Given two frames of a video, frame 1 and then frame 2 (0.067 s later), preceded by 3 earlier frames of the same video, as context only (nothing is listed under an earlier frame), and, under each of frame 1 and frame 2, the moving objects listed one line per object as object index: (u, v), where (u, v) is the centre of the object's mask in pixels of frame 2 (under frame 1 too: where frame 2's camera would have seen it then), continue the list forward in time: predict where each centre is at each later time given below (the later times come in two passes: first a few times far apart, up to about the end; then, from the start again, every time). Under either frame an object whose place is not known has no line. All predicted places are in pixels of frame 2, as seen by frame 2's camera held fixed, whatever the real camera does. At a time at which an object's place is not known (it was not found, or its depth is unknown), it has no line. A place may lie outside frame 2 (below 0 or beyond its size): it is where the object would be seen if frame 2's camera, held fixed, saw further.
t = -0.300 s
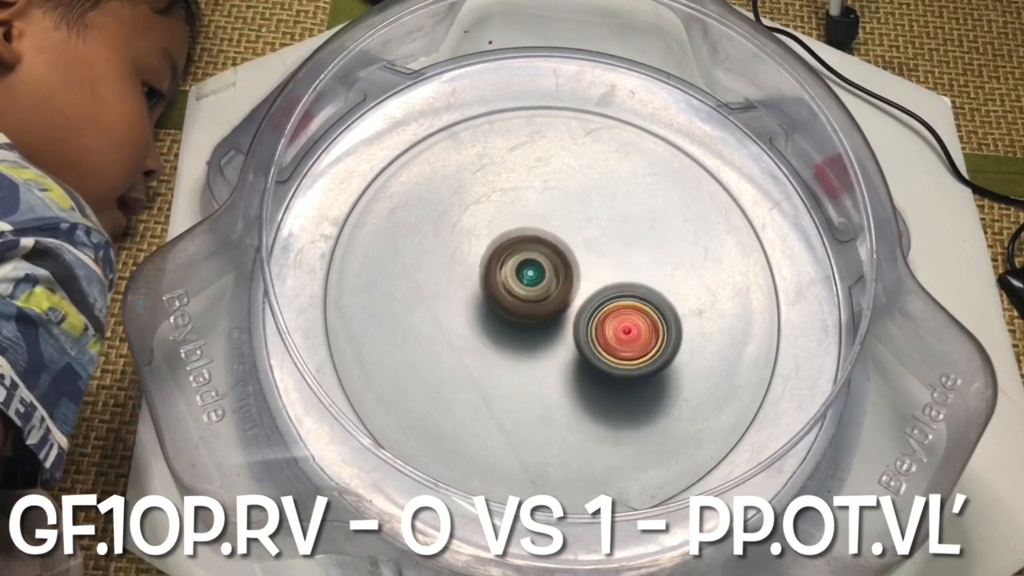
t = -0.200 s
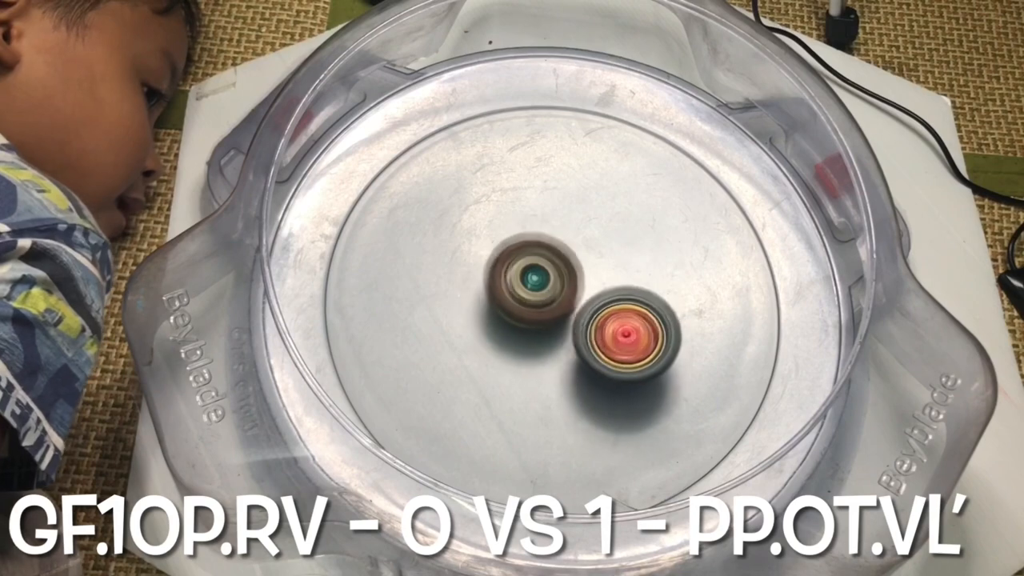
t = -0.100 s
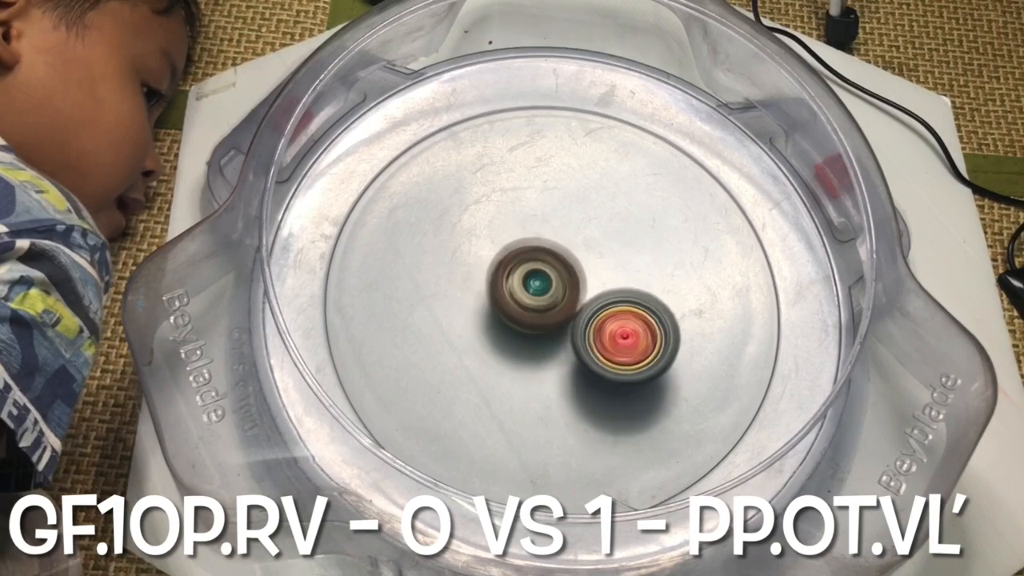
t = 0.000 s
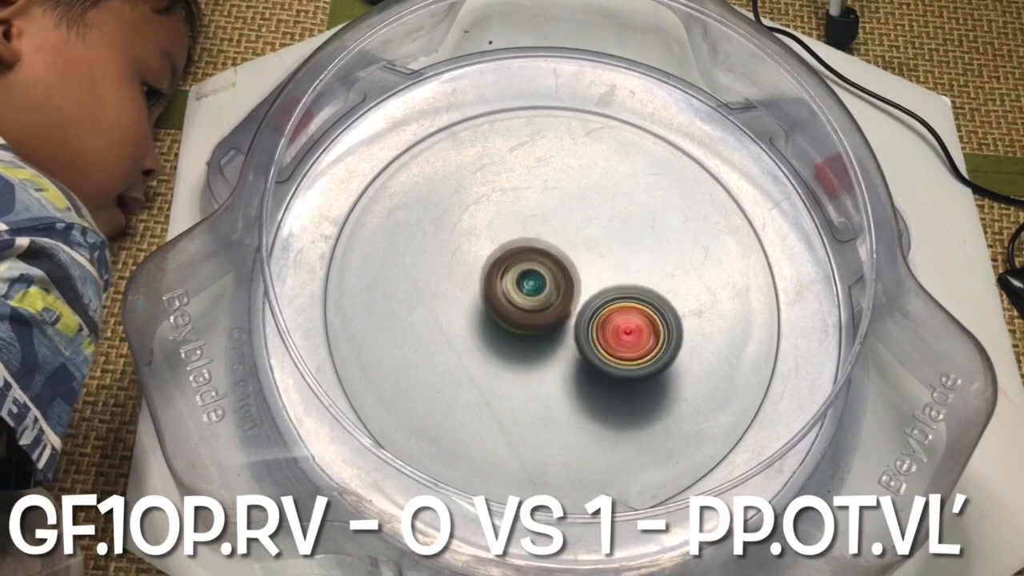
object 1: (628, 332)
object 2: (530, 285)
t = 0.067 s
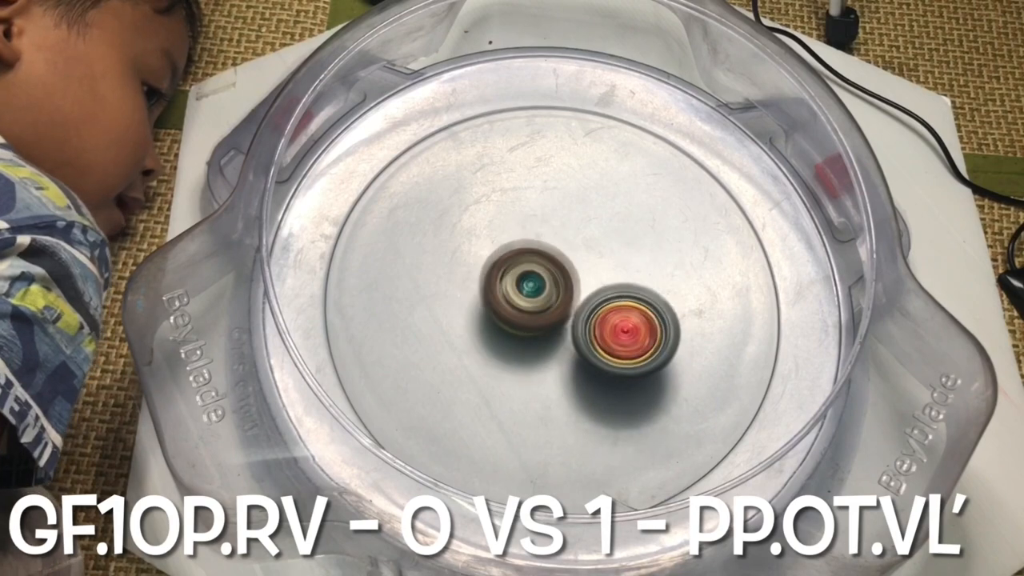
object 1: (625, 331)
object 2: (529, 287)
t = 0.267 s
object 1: (618, 331)
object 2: (524, 284)
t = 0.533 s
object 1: (617, 332)
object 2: (521, 273)
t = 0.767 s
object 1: (620, 332)
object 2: (529, 269)
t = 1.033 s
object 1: (611, 338)
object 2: (536, 264)
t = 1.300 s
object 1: (610, 341)
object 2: (545, 264)
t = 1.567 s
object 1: (607, 345)
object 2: (551, 264)
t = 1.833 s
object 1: (601, 347)
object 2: (546, 263)
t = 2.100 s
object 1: (595, 346)
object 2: (544, 261)
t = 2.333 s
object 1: (592, 346)
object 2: (544, 261)
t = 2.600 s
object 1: (588, 351)
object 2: (539, 265)
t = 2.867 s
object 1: (585, 353)
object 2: (539, 265)
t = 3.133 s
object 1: (579, 350)
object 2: (537, 260)
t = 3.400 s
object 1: (582, 347)
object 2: (544, 255)
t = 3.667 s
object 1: (580, 349)
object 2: (553, 258)
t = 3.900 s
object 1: (583, 353)
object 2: (555, 261)
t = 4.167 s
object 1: (582, 354)
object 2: (555, 261)
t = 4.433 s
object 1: (582, 353)
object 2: (552, 263)
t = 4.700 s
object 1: (581, 354)
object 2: (545, 264)
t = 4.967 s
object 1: (580, 355)
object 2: (542, 265)
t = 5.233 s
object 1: (579, 356)
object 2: (541, 266)
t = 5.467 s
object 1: (577, 356)
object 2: (543, 266)
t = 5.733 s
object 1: (578, 358)
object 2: (552, 265)
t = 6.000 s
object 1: (575, 360)
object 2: (555, 266)
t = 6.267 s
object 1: (574, 357)
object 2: (554, 262)
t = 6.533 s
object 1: (574, 358)
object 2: (554, 265)
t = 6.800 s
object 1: (570, 357)
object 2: (550, 264)
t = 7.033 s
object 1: (570, 357)
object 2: (546, 261)
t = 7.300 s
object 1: (567, 354)
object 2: (546, 256)
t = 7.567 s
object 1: (565, 356)
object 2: (548, 262)
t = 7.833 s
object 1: (564, 358)
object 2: (548, 261)
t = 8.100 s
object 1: (567, 359)
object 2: (548, 254)
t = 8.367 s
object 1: (564, 355)
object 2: (552, 261)
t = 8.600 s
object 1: (563, 352)
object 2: (551, 258)
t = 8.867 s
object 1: (564, 350)
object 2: (553, 257)
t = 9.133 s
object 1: (563, 348)
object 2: (552, 257)
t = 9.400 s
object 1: (566, 350)
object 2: (548, 256)
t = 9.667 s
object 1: (570, 352)
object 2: (547, 259)
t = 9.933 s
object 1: (570, 353)
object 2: (542, 261)
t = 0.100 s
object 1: (624, 331)
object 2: (528, 287)
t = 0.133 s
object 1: (622, 331)
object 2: (527, 285)
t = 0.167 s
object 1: (622, 331)
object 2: (526, 285)
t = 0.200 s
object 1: (621, 331)
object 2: (525, 285)
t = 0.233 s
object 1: (619, 331)
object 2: (525, 284)
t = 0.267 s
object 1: (618, 331)
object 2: (524, 284)
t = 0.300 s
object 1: (617, 331)
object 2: (523, 283)
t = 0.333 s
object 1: (617, 330)
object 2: (523, 281)
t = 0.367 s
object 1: (615, 332)
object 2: (523, 281)
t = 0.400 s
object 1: (614, 332)
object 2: (523, 280)
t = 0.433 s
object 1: (616, 334)
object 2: (521, 277)
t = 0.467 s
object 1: (617, 333)
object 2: (520, 275)
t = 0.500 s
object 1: (617, 332)
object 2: (520, 274)
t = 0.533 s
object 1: (617, 332)
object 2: (521, 273)
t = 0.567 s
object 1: (617, 331)
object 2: (523, 273)
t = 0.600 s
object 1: (617, 331)
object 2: (526, 274)
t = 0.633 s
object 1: (616, 331)
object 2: (529, 274)
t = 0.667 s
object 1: (619, 333)
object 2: (527, 271)
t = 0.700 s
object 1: (620, 332)
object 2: (527, 269)
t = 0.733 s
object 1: (620, 332)
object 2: (527, 269)
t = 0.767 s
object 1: (620, 332)
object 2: (529, 269)
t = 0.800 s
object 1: (620, 331)
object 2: (531, 269)
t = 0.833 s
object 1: (618, 331)
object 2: (533, 270)
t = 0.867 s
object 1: (619, 333)
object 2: (534, 269)
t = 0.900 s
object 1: (618, 334)
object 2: (533, 267)
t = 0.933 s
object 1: (615, 335)
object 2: (534, 266)
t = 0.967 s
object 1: (614, 336)
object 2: (534, 265)
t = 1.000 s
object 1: (612, 335)
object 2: (536, 265)
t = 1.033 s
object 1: (611, 338)
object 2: (536, 264)
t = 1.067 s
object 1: (611, 342)
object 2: (536, 260)
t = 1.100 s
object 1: (610, 343)
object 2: (535, 257)
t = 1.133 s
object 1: (610, 341)
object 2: (536, 257)
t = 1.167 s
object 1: (610, 341)
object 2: (538, 258)
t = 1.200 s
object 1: (611, 341)
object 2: (539, 258)
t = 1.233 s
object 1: (610, 341)
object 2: (541, 260)
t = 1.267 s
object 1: (611, 340)
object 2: (543, 262)
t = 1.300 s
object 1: (610, 341)
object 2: (545, 264)
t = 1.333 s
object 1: (609, 343)
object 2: (546, 263)
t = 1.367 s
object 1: (609, 345)
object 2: (546, 260)
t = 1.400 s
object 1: (609, 344)
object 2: (546, 259)
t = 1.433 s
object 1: (609, 345)
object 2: (547, 259)
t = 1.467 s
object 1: (609, 345)
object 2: (548, 260)
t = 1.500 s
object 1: (608, 345)
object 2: (549, 261)
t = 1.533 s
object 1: (608, 345)
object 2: (550, 263)
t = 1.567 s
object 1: (607, 345)
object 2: (551, 264)
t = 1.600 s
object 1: (606, 347)
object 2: (551, 263)
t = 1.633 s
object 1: (605, 347)
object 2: (551, 263)
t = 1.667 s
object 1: (605, 347)
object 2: (551, 264)
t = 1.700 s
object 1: (604, 348)
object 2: (550, 264)
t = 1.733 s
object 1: (604, 348)
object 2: (549, 264)
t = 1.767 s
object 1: (603, 348)
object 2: (549, 265)
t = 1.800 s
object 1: (603, 347)
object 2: (547, 264)
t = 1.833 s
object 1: (601, 347)
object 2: (546, 263)
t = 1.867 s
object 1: (600, 346)
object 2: (546, 264)
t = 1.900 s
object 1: (597, 347)
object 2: (544, 261)
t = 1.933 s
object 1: (597, 349)
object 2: (543, 259)
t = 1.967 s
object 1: (597, 348)
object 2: (542, 258)
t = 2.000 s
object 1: (597, 348)
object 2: (542, 257)
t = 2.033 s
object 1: (597, 347)
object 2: (543, 259)
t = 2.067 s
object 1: (597, 346)
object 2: (543, 259)
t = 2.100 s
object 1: (595, 346)
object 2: (544, 261)
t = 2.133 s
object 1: (594, 345)
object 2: (544, 259)
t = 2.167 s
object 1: (594, 347)
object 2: (543, 257)
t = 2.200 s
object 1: (593, 346)
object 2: (543, 256)
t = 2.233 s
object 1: (593, 346)
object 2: (543, 256)
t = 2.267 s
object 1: (594, 345)
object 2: (543, 258)
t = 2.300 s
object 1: (593, 346)
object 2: (544, 259)
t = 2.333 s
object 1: (592, 346)
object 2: (544, 261)
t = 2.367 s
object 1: (592, 348)
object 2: (543, 261)
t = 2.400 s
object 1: (592, 348)
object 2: (543, 261)
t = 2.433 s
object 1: (591, 349)
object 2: (542, 262)
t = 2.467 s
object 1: (589, 349)
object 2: (542, 264)
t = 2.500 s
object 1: (588, 350)
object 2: (541, 263)
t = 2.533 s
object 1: (587, 352)
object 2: (540, 263)
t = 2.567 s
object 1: (588, 350)
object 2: (540, 264)
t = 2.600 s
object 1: (588, 351)
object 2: (539, 265)
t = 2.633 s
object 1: (588, 351)
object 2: (539, 266)
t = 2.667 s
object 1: (589, 352)
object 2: (539, 266)
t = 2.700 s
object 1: (587, 352)
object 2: (539, 265)
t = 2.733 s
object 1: (585, 350)
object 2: (539, 265)
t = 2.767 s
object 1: (584, 352)
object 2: (539, 265)
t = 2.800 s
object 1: (584, 352)
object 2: (539, 264)
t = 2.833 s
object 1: (585, 352)
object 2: (539, 265)
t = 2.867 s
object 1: (585, 353)
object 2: (539, 265)
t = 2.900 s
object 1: (584, 352)
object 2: (539, 265)
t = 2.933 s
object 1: (583, 353)
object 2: (539, 265)
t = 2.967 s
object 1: (583, 354)
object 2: (538, 263)
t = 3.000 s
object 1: (583, 352)
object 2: (537, 262)
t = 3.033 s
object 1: (582, 352)
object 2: (537, 262)
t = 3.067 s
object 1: (581, 350)
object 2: (538, 262)
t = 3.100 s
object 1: (580, 351)
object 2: (538, 262)
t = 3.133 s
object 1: (579, 350)
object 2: (537, 260)
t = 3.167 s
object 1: (580, 349)
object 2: (538, 259)
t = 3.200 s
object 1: (580, 348)
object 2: (538, 258)
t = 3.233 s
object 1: (581, 347)
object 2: (539, 259)
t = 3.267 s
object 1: (582, 349)
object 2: (540, 256)
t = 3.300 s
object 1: (582, 349)
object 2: (540, 254)
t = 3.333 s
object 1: (581, 349)
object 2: (541, 254)
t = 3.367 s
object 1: (582, 348)
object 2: (543, 254)
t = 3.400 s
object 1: (582, 347)
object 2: (544, 255)
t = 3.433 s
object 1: (581, 346)
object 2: (545, 257)
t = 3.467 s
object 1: (580, 349)
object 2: (547, 256)
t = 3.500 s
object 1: (580, 351)
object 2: (549, 257)
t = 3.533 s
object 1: (580, 349)
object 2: (551, 258)
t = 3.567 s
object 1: (579, 351)
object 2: (552, 258)
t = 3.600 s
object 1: (579, 351)
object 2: (552, 257)
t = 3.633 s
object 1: (580, 349)
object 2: (552, 257)
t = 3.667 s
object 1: (580, 349)
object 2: (553, 258)
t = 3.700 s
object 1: (580, 350)
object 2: (554, 259)
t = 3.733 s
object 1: (581, 353)
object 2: (553, 257)
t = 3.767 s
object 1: (580, 352)
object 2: (553, 257)
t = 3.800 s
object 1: (582, 351)
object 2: (554, 257)
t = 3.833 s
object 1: (582, 351)
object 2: (554, 258)
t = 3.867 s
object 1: (582, 351)
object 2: (555, 260)
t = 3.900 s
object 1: (583, 353)
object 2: (555, 261)
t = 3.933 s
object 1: (582, 354)
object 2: (555, 259)
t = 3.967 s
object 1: (583, 353)
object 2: (555, 259)
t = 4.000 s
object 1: (582, 353)
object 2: (555, 259)
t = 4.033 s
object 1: (583, 353)
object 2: (555, 260)
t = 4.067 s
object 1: (583, 353)
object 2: (555, 262)
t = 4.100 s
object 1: (583, 354)
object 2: (555, 261)
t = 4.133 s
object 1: (582, 353)
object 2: (555, 261)
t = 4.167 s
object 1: (582, 354)
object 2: (555, 261)
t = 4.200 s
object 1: (582, 352)
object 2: (555, 262)
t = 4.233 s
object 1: (582, 354)
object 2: (554, 261)
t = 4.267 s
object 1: (581, 353)
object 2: (554, 260)
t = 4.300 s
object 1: (583, 353)
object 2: (553, 260)
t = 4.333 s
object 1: (583, 352)
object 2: (553, 261)
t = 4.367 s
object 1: (583, 353)
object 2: (553, 262)
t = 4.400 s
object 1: (583, 354)
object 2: (553, 263)
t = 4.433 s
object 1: (582, 353)
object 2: (552, 263)
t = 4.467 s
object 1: (582, 353)
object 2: (551, 263)
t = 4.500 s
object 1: (583, 354)
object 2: (549, 263)
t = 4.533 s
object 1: (582, 354)
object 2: (549, 263)
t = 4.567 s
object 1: (582, 354)
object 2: (548, 263)
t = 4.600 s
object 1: (582, 354)
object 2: (546, 264)
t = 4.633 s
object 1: (581, 355)
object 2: (546, 264)
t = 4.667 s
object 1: (581, 355)
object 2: (545, 264)
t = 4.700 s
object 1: (581, 354)
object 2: (545, 264)
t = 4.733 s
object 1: (582, 354)
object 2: (544, 265)
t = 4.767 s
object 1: (581, 355)
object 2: (543, 265)
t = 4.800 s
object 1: (581, 354)
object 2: (543, 265)
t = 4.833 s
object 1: (581, 354)
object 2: (543, 264)
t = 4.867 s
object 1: (581, 354)
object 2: (542, 265)
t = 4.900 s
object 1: (582, 355)
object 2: (542, 265)
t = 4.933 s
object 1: (581, 355)
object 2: (542, 266)
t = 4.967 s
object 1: (580, 355)
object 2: (542, 265)
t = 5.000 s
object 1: (580, 354)
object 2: (541, 265)
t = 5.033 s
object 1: (581, 355)
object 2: (541, 266)
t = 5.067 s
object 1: (580, 356)
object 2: (542, 266)
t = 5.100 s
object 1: (579, 355)
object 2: (542, 266)
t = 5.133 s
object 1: (579, 355)
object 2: (541, 266)
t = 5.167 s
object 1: (579, 356)
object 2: (541, 266)
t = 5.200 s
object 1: (579, 355)
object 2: (541, 266)
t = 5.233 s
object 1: (579, 356)
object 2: (541, 266)
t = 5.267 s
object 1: (579, 355)
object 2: (541, 266)
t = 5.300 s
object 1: (579, 356)
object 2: (541, 266)
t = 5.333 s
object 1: (578, 355)
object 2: (541, 266)
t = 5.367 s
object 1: (578, 356)
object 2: (542, 265)
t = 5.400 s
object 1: (577, 355)
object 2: (542, 265)
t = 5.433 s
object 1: (578, 356)
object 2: (543, 265)
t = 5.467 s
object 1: (577, 356)
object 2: (543, 266)
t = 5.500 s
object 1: (578, 360)
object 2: (542, 263)
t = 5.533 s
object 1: (578, 359)
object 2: (542, 260)
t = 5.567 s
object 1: (578, 359)
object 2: (544, 259)
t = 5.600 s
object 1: (577, 359)
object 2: (545, 259)
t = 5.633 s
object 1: (579, 358)
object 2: (546, 260)
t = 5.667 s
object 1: (578, 359)
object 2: (548, 261)
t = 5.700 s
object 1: (578, 357)
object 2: (549, 263)
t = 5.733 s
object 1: (578, 358)
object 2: (552, 265)
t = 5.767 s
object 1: (578, 358)
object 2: (553, 266)
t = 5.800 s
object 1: (577, 360)
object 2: (553, 265)
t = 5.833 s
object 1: (577, 359)
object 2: (553, 265)
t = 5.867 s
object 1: (576, 358)
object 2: (554, 266)
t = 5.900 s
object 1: (576, 360)
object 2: (554, 266)
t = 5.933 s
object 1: (576, 360)
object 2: (554, 265)
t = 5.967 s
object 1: (575, 360)
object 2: (554, 266)
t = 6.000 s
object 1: (575, 360)
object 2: (555, 266)
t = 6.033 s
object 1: (575, 359)
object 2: (555, 267)
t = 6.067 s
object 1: (574, 360)
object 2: (555, 267)
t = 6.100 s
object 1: (574, 359)
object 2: (555, 267)
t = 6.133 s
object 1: (573, 359)
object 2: (555, 265)
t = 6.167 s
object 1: (573, 358)
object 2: (555, 265)
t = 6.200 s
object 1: (573, 358)
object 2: (554, 263)
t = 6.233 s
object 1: (573, 357)
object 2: (554, 263)
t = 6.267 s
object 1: (574, 357)
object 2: (554, 262)
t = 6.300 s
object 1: (574, 357)
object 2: (555, 262)
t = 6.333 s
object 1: (574, 356)
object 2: (555, 263)
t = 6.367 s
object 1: (575, 357)
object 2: (555, 264)
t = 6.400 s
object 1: (575, 358)
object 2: (556, 265)
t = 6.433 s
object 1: (574, 360)
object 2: (555, 264)
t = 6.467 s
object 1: (575, 360)
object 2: (554, 264)
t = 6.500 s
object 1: (574, 359)
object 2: (554, 265)
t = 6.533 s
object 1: (574, 358)
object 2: (554, 265)
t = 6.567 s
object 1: (574, 359)
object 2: (554, 266)
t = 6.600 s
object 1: (573, 359)
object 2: (554, 266)
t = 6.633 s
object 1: (573, 358)
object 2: (554, 265)
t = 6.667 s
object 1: (572, 358)
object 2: (553, 265)
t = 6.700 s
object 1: (571, 357)
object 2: (552, 263)
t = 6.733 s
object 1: (572, 357)
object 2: (551, 263)
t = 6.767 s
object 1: (571, 356)
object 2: (550, 263)
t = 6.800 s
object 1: (570, 357)
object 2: (550, 264)
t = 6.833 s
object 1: (570, 357)
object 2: (549, 264)
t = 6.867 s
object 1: (570, 356)
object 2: (549, 264)
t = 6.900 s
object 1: (570, 357)
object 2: (548, 263)
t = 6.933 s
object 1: (570, 356)
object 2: (547, 262)
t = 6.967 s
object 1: (571, 356)
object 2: (547, 263)
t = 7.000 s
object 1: (571, 355)
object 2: (547, 263)
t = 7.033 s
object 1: (570, 357)
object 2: (546, 261)
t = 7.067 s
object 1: (569, 356)
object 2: (546, 261)
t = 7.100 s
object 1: (568, 355)
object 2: (546, 261)
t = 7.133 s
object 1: (567, 353)
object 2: (546, 260)
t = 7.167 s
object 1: (566, 353)
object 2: (547, 260)
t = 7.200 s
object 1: (566, 356)
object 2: (547, 259)
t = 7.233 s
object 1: (565, 356)
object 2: (546, 256)
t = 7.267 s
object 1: (567, 355)
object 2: (546, 255)
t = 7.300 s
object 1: (567, 354)
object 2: (546, 256)
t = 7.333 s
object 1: (568, 354)
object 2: (546, 258)
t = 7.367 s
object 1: (568, 354)
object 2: (547, 258)
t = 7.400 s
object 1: (568, 354)
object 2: (548, 260)
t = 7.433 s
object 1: (569, 354)
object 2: (548, 262)
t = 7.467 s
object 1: (567, 356)
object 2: (549, 262)
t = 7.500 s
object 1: (567, 355)
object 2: (549, 262)
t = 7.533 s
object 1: (567, 356)
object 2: (549, 262)
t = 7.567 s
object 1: (565, 356)
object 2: (548, 262)
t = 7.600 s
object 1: (565, 356)
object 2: (548, 262)
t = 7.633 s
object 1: (565, 355)
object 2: (548, 262)
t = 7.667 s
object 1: (565, 356)
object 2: (548, 262)
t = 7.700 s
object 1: (565, 355)
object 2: (548, 262)
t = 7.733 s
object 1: (565, 356)
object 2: (548, 262)
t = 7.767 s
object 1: (564, 355)
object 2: (548, 262)
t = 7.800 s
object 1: (564, 358)
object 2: (548, 261)
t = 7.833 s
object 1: (564, 358)
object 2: (548, 261)
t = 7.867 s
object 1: (565, 358)
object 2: (548, 261)
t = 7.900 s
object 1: (565, 357)
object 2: (548, 261)
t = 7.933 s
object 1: (565, 356)
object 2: (548, 262)
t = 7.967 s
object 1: (565, 356)
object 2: (549, 263)
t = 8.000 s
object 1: (566, 361)
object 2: (548, 258)
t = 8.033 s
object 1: (566, 361)
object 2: (548, 255)
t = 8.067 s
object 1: (567, 360)
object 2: (547, 254)
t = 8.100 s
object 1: (567, 359)
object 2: (548, 254)
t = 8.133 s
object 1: (567, 358)
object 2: (548, 255)
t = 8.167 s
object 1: (565, 356)
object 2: (548, 258)
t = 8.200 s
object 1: (565, 356)
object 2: (549, 260)
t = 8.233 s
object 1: (565, 356)
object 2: (551, 262)
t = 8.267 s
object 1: (565, 355)
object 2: (552, 263)
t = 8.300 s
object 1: (565, 357)
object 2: (552, 262)
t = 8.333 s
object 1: (564, 355)
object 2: (552, 261)
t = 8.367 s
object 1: (564, 355)
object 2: (552, 261)
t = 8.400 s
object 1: (562, 354)
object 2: (551, 260)
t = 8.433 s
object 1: (562, 353)
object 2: (550, 259)
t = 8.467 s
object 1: (563, 353)
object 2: (550, 258)
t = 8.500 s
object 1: (564, 352)
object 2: (550, 259)
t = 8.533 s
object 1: (565, 353)
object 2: (551, 259)
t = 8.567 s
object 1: (564, 353)
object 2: (551, 259)
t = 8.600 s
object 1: (563, 352)
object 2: (551, 258)
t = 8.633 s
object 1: (564, 352)
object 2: (552, 259)
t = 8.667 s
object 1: (563, 352)
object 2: (552, 259)
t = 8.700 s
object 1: (564, 352)
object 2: (553, 259)
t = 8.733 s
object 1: (564, 354)
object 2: (553, 259)
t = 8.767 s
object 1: (563, 352)
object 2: (553, 259)
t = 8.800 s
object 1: (564, 352)
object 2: (554, 258)
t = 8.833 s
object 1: (563, 350)
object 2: (553, 257)
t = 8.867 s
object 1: (564, 350)
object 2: (553, 257)
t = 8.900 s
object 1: (563, 350)
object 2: (552, 256)
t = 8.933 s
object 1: (564, 349)
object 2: (552, 255)
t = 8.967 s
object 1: (563, 349)
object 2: (553, 255)
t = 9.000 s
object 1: (564, 349)
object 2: (553, 256)
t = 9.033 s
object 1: (564, 350)
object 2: (553, 257)
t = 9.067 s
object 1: (563, 350)
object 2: (553, 257)
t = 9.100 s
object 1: (562, 349)
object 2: (553, 257)
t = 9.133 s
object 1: (563, 348)
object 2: (552, 257)
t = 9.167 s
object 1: (564, 350)
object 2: (552, 257)
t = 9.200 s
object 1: (563, 349)
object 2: (552, 257)
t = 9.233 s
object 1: (564, 350)
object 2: (551, 257)
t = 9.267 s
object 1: (563, 349)
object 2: (550, 256)
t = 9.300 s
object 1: (565, 348)
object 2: (549, 257)
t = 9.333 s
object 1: (565, 351)
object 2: (549, 256)
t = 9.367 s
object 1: (566, 352)
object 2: (549, 256)
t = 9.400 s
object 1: (566, 350)
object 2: (548, 256)
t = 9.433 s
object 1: (569, 350)
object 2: (549, 257)
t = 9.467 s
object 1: (569, 350)
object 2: (549, 258)
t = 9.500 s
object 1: (568, 352)
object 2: (548, 258)
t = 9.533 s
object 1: (568, 352)
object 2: (547, 256)
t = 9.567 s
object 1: (568, 351)
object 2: (546, 256)
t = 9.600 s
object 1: (569, 352)
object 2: (545, 257)
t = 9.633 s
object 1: (569, 352)
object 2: (546, 258)
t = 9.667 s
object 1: (570, 352)
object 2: (547, 259)
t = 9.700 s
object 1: (570, 353)
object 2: (547, 260)
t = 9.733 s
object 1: (569, 353)
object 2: (546, 261)
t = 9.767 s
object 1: (570, 353)
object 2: (545, 261)
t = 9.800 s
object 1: (570, 353)
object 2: (544, 261)
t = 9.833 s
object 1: (571, 354)
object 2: (544, 262)
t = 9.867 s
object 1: (570, 353)
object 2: (544, 262)
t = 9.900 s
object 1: (570, 353)
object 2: (544, 262)
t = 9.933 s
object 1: (570, 353)
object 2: (542, 261)
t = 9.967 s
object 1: (571, 352)
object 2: (540, 262)
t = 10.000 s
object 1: (571, 352)
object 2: (540, 261)
